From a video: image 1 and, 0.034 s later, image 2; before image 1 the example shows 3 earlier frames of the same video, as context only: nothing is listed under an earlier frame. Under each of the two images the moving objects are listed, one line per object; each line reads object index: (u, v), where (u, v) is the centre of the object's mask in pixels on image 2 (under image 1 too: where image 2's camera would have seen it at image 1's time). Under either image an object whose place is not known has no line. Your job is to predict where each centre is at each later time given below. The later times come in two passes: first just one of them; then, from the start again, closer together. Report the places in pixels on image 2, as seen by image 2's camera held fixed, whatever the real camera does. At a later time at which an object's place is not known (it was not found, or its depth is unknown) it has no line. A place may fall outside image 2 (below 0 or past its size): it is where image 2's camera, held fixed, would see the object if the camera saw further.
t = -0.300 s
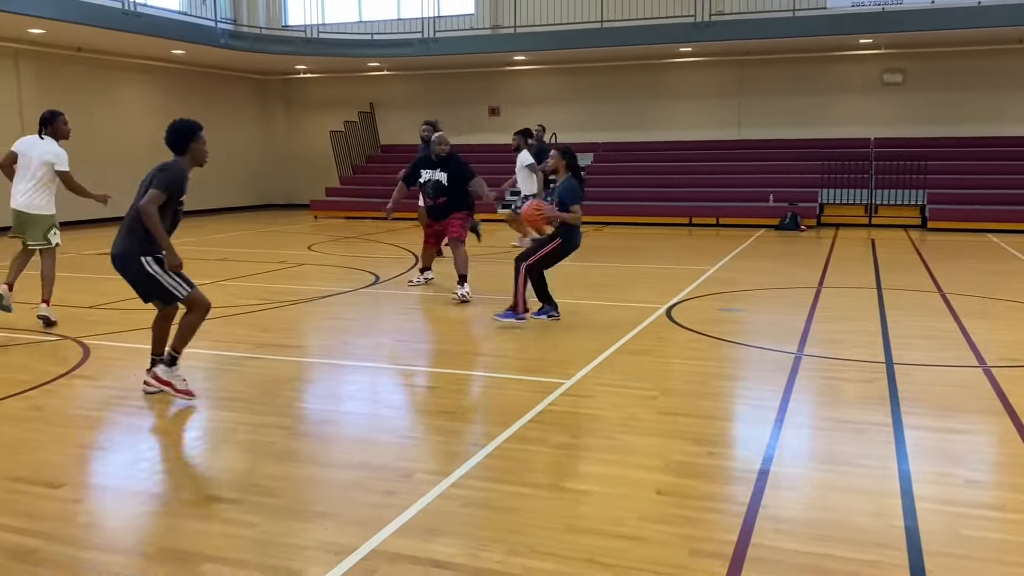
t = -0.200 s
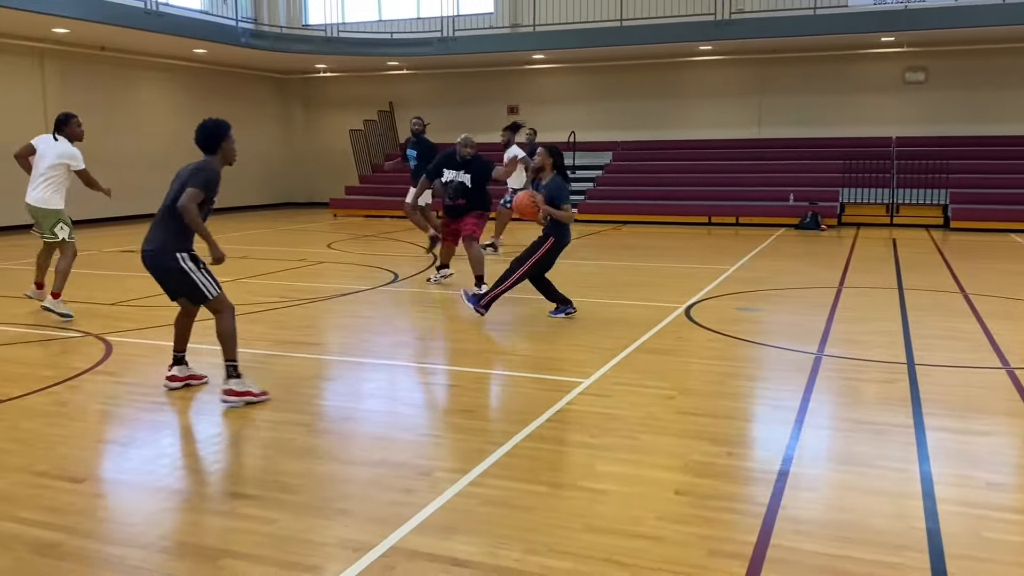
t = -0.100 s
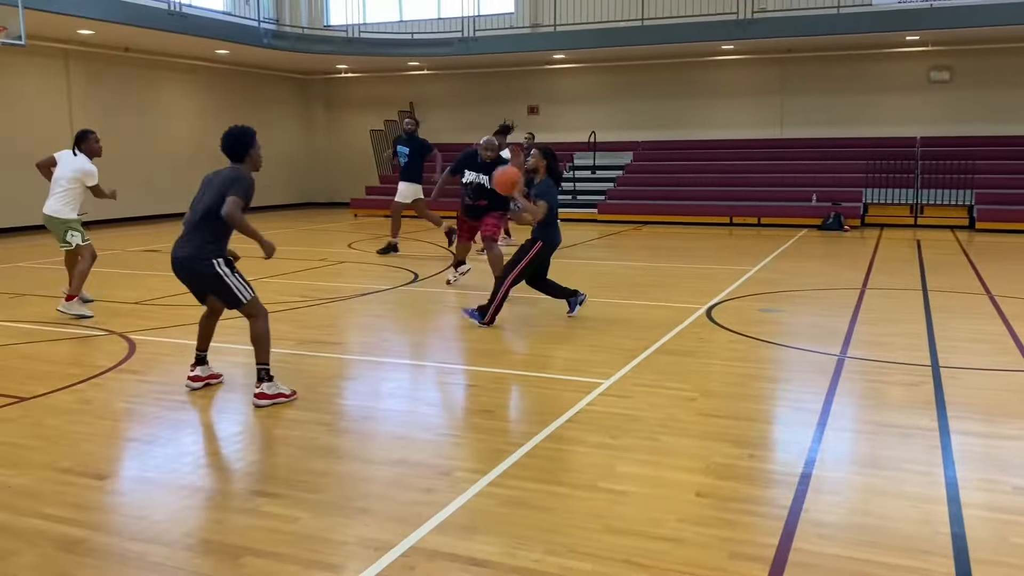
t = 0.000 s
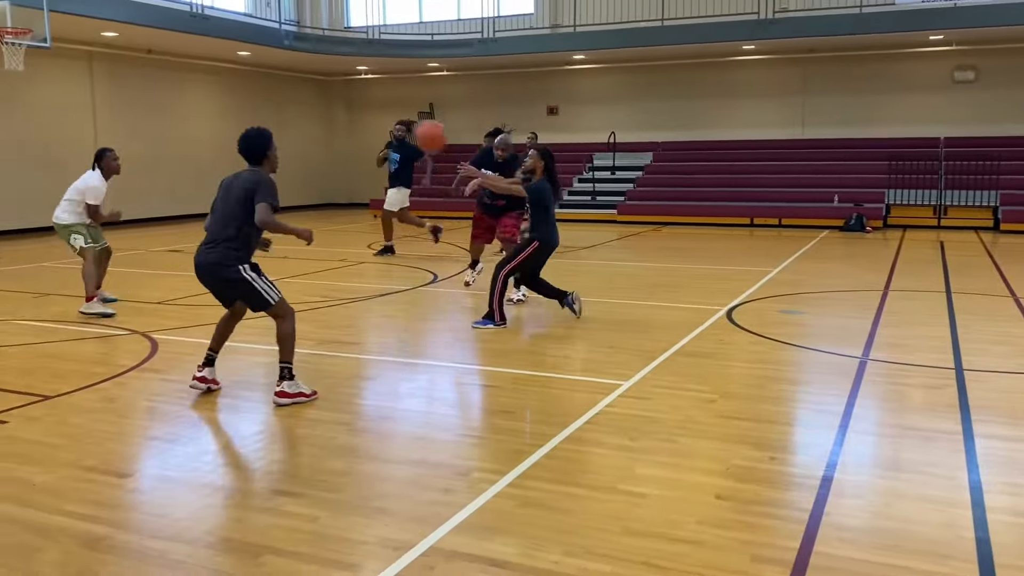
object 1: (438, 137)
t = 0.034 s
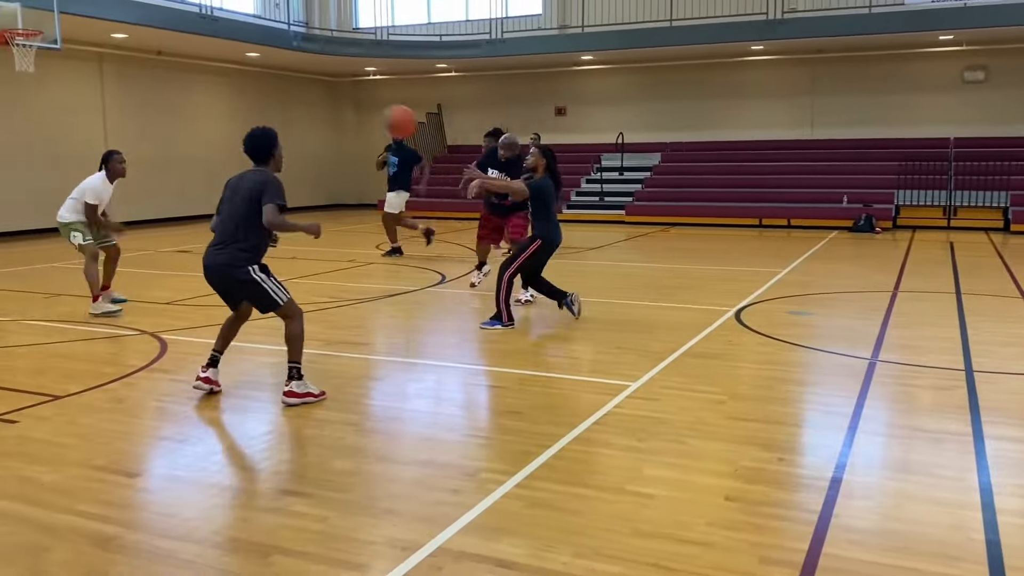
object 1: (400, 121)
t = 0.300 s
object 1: (57, 46)
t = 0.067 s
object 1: (362, 106)
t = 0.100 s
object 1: (322, 94)
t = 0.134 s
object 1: (281, 82)
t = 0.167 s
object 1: (239, 73)
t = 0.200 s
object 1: (193, 64)
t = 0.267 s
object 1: (103, 50)
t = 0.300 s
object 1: (57, 46)
